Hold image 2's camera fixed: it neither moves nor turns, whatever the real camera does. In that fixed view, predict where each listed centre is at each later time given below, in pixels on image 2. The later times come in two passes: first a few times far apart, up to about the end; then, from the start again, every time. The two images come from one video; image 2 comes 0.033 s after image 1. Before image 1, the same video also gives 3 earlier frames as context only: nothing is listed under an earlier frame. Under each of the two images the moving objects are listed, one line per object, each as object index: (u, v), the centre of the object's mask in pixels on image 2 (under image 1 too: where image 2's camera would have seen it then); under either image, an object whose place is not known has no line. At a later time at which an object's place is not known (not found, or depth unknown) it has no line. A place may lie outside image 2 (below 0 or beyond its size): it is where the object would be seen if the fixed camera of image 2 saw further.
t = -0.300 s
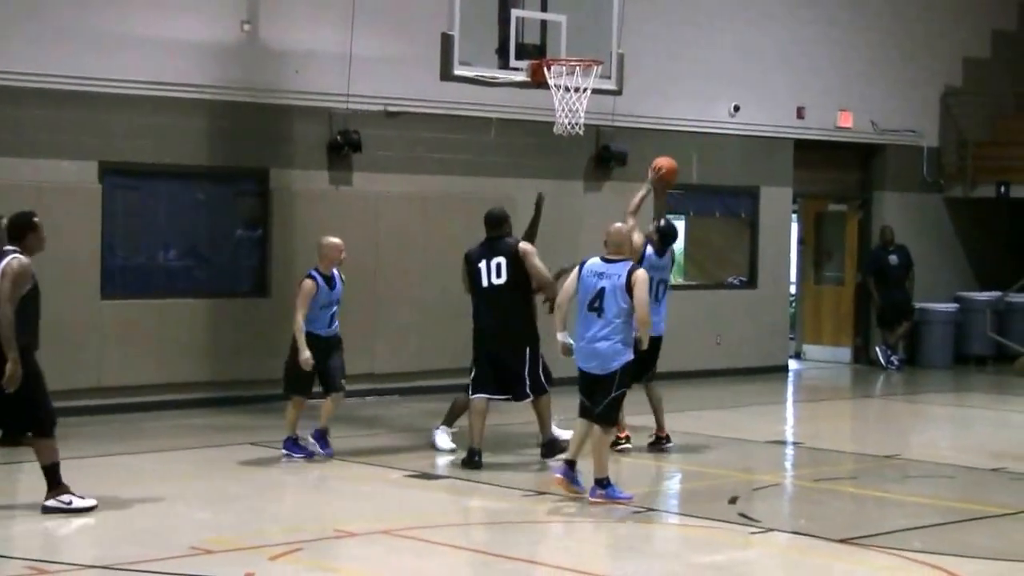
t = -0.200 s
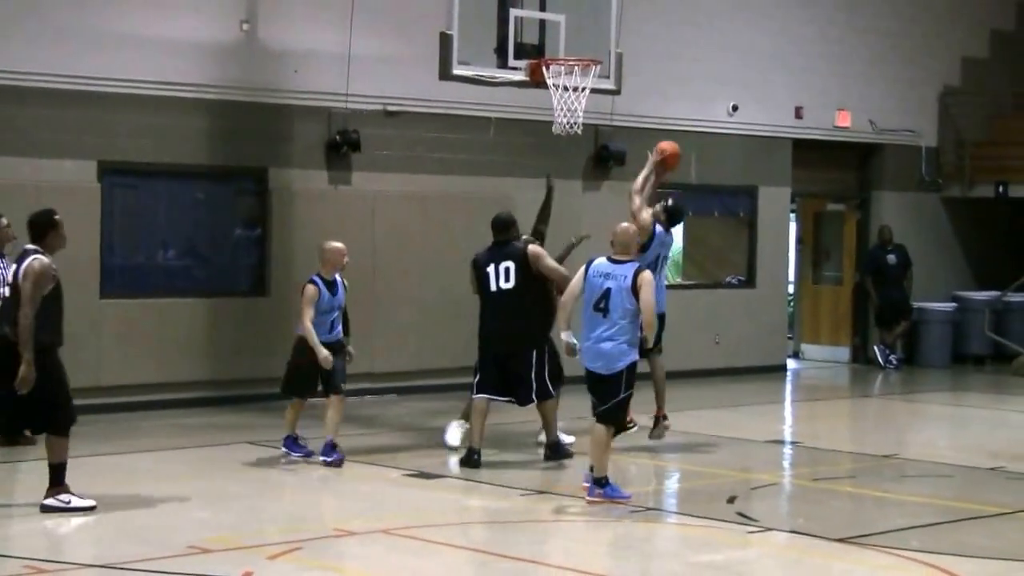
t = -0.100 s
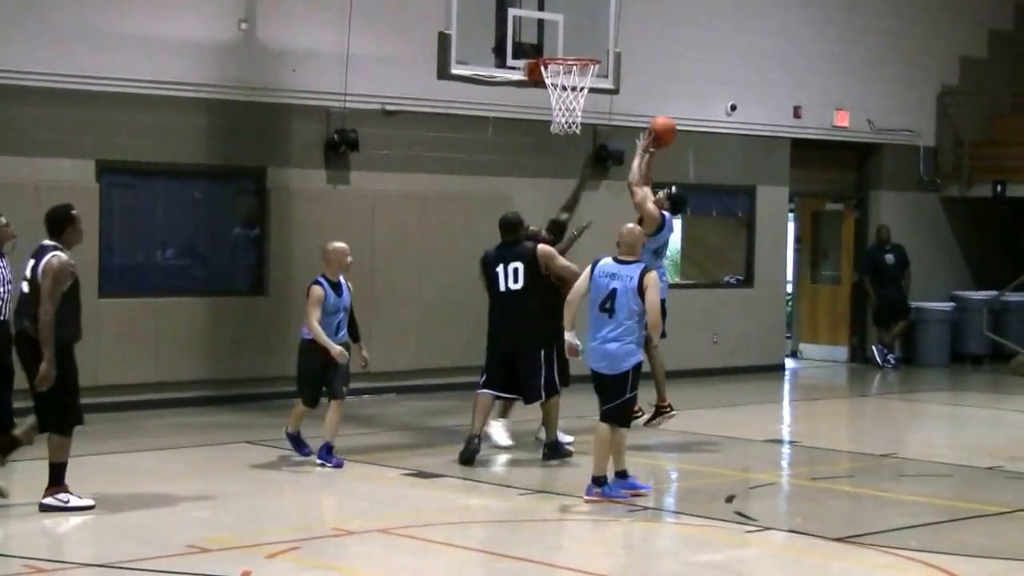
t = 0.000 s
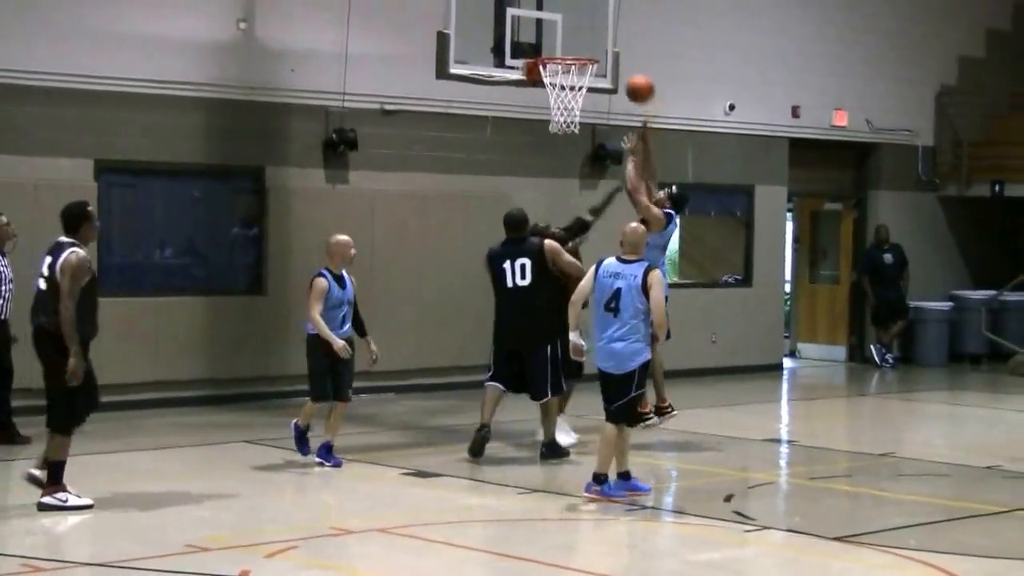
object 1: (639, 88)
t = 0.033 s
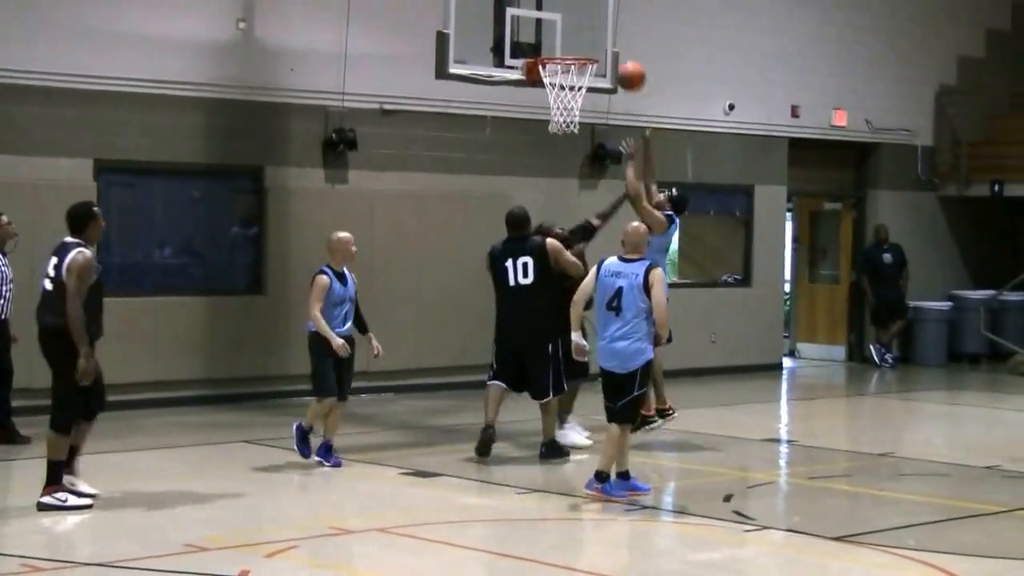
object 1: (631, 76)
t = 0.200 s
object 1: (587, 33)
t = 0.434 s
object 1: (548, 30)
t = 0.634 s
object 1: (571, 45)
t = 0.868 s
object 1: (594, 44)
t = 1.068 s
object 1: (611, 54)
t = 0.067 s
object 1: (623, 64)
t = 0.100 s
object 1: (614, 55)
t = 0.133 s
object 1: (605, 46)
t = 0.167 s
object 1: (595, 39)
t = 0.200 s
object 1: (587, 33)
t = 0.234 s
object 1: (578, 29)
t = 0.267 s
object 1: (570, 26)
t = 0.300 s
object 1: (561, 24)
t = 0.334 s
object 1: (553, 24)
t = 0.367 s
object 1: (549, 24)
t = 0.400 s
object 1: (548, 27)
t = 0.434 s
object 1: (548, 30)
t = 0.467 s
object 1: (548, 35)
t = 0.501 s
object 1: (547, 42)
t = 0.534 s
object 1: (548, 45)
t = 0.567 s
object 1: (556, 43)
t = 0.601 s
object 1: (563, 44)
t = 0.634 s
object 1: (571, 45)
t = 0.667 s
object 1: (577, 46)
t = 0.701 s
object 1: (580, 44)
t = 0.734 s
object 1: (583, 42)
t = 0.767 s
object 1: (586, 41)
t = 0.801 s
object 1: (588, 41)
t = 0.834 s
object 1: (591, 42)
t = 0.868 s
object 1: (594, 44)
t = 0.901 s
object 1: (596, 45)
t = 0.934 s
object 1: (599, 43)
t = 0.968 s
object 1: (602, 44)
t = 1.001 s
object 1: (605, 46)
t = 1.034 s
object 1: (608, 49)
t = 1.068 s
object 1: (611, 54)
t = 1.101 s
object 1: (614, 59)
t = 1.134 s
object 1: (617, 66)
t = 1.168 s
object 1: (620, 76)
